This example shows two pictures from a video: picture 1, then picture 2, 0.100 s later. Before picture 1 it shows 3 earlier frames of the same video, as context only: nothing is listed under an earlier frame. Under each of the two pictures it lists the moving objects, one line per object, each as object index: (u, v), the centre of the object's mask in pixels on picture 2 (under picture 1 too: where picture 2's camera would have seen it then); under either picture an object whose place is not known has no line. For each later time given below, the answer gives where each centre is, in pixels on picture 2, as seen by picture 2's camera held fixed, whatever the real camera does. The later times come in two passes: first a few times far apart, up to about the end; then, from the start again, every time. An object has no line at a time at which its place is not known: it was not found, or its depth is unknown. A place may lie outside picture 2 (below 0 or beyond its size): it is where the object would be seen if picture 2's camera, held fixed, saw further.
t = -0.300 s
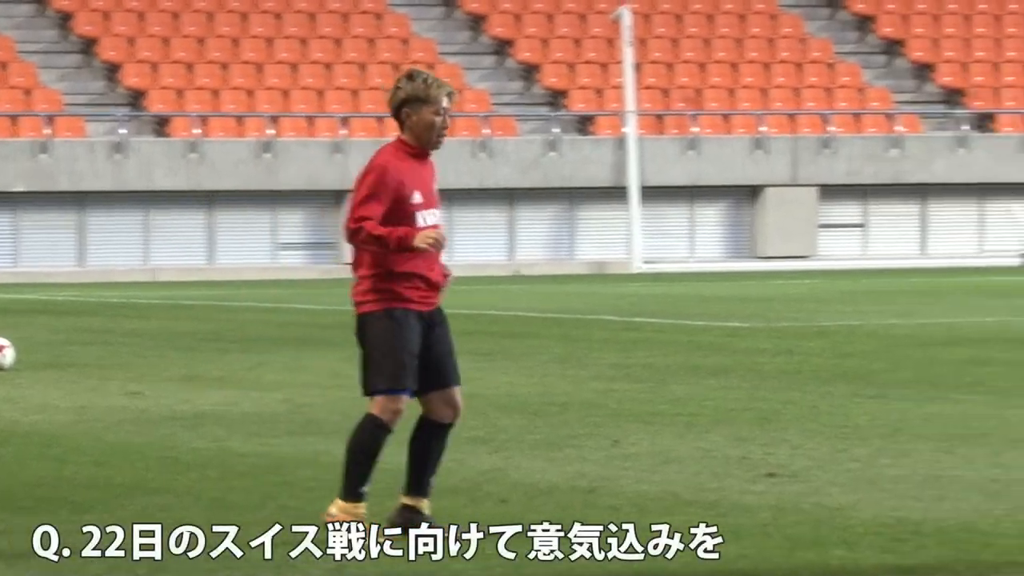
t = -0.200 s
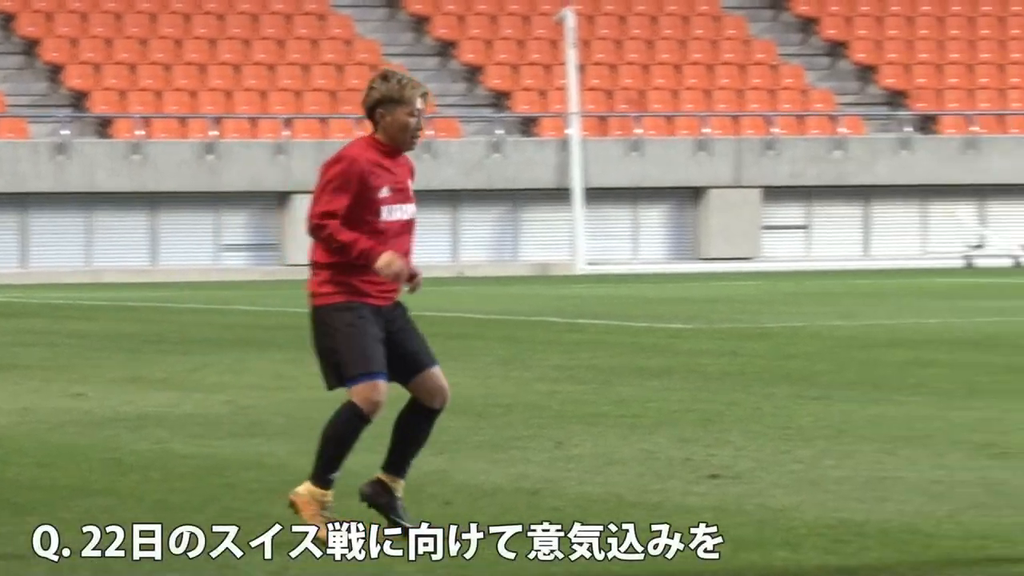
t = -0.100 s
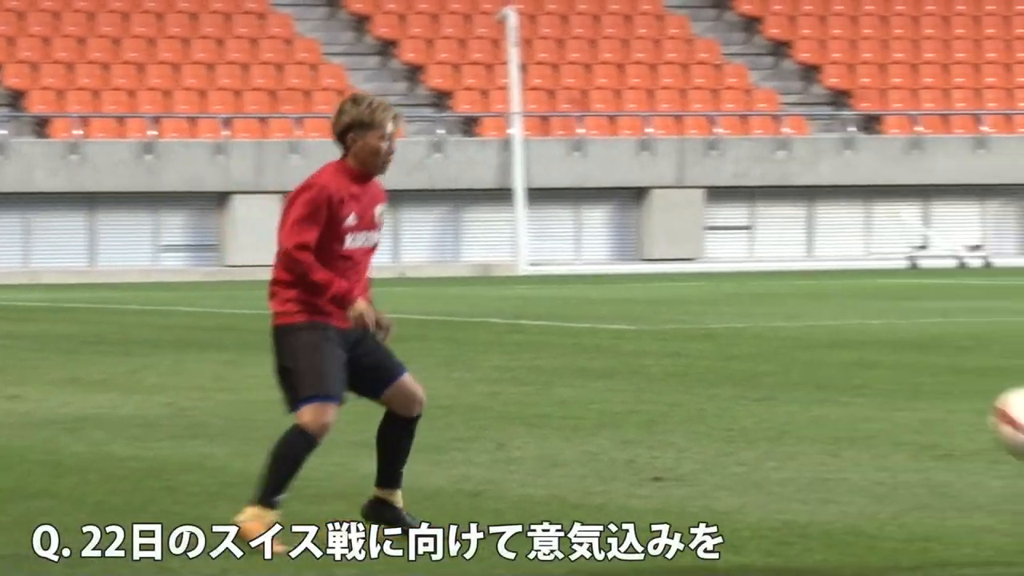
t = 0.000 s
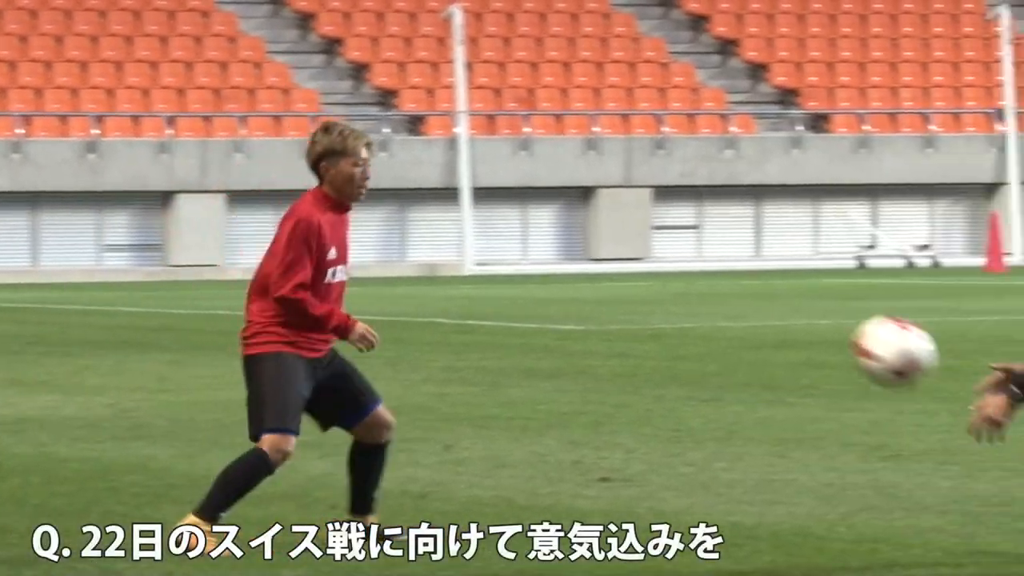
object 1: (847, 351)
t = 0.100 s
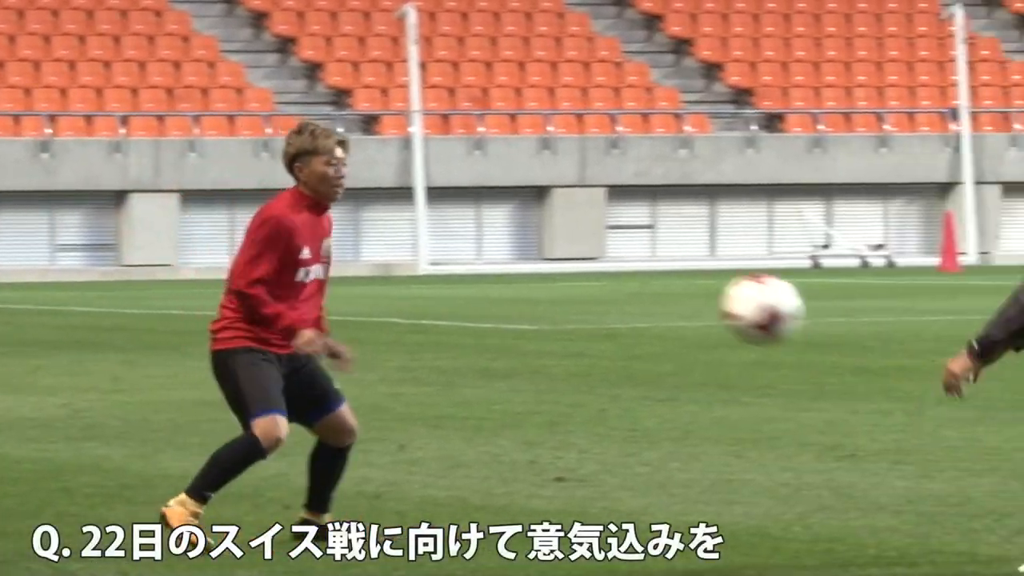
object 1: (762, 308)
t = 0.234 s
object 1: (649, 299)
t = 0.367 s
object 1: (535, 344)
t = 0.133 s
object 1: (733, 301)
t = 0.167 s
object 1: (705, 297)
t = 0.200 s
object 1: (677, 297)
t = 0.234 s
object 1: (649, 299)
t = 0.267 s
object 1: (621, 305)
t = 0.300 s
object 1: (592, 315)
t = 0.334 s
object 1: (563, 328)
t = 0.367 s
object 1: (535, 344)
